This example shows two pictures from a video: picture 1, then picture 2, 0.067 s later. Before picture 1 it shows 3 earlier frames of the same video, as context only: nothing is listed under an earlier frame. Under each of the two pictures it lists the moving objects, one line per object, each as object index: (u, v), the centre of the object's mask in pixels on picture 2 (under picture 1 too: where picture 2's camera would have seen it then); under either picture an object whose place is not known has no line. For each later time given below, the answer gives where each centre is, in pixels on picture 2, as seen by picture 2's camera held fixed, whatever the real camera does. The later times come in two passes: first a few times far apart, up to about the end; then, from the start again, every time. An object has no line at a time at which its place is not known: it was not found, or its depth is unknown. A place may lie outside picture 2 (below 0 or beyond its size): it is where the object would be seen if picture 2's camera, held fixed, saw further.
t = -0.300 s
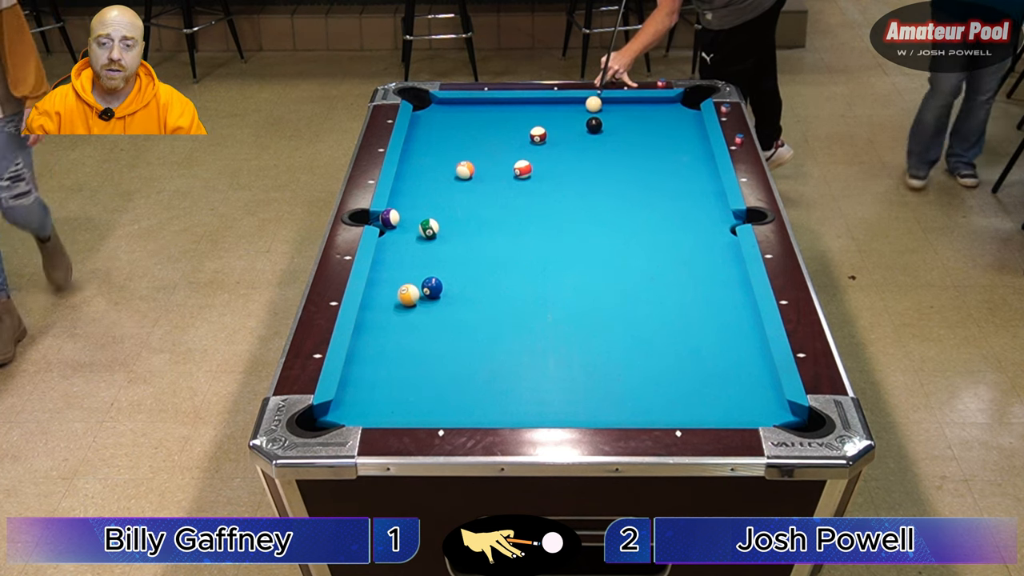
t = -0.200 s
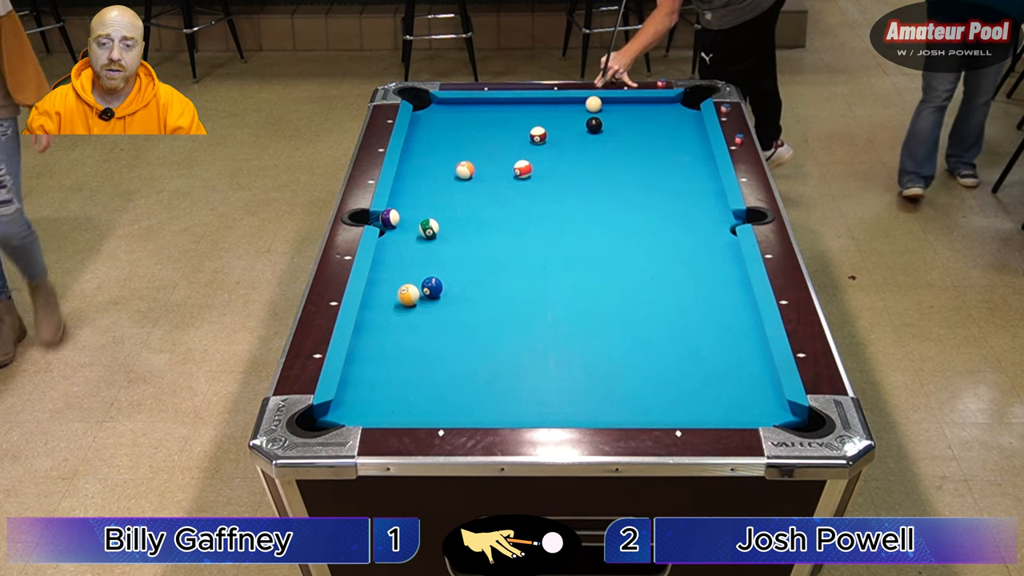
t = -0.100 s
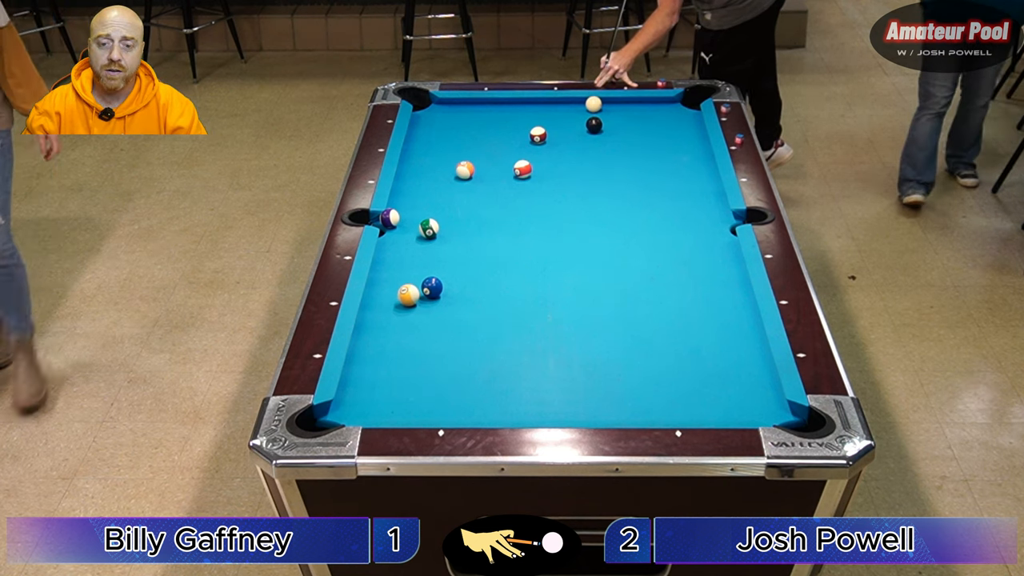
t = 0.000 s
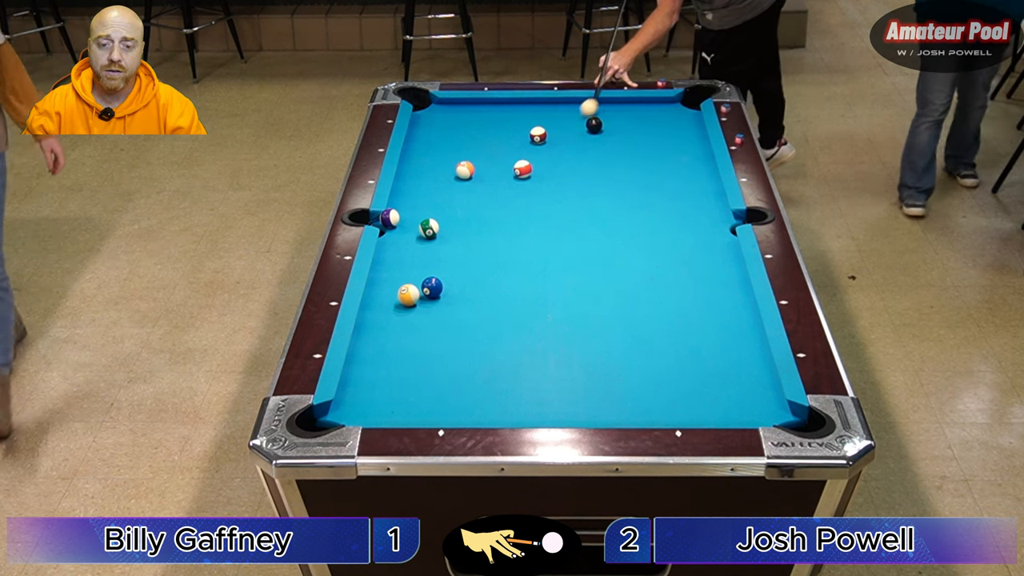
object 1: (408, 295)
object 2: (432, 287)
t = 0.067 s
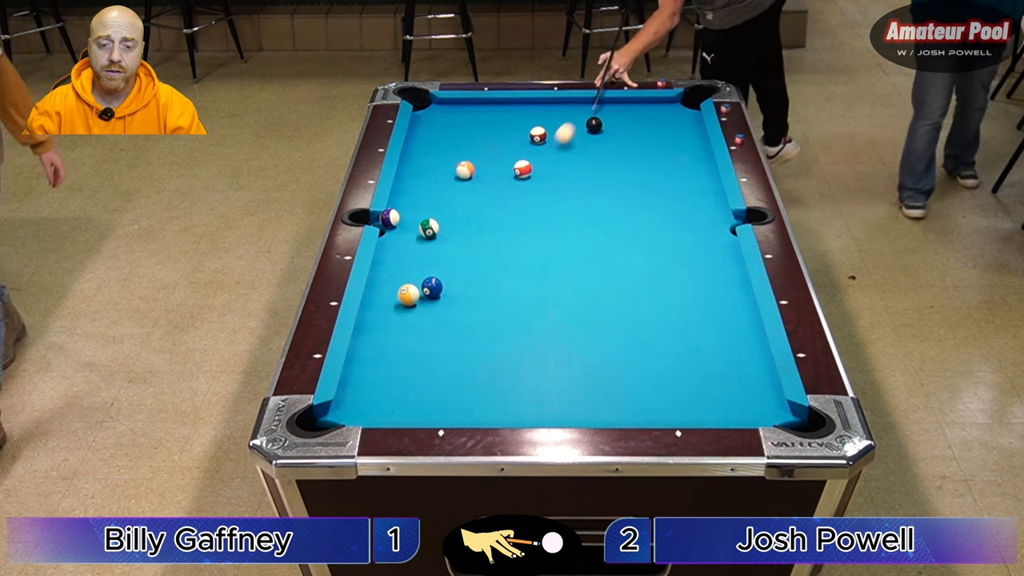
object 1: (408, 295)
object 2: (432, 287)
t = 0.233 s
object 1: (408, 295)
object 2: (432, 287)
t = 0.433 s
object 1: (391, 315)
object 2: (416, 284)
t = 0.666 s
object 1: (460, 336)
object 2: (399, 276)
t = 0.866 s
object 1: (522, 354)
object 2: (385, 270)
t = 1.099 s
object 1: (595, 376)
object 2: (387, 265)
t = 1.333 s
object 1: (671, 398)
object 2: (396, 262)
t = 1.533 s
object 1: (736, 411)
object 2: (403, 260)
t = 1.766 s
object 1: (765, 406)
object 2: (409, 258)
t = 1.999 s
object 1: (733, 407)
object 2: (413, 257)
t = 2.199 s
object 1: (707, 407)
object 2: (416, 256)
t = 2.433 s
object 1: (680, 409)
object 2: (418, 256)
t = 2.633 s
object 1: (662, 409)
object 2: (418, 256)
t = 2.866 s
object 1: (641, 410)
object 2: (417, 256)
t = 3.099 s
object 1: (623, 410)
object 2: (417, 256)
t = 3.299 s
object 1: (610, 410)
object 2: (417, 256)
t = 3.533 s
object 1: (597, 410)
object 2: (417, 256)
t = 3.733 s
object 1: (589, 409)
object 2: (417, 256)
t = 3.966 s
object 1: (582, 409)
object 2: (417, 256)
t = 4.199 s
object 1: (577, 408)
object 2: (417, 256)
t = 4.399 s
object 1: (575, 408)
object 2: (417, 256)
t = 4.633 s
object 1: (574, 408)
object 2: (417, 256)
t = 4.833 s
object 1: (575, 408)
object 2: (417, 256)
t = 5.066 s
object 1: (575, 408)
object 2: (417, 256)
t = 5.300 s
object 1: (575, 408)
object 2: (417, 256)
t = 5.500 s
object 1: (575, 408)
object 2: (417, 256)
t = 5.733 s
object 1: (575, 408)
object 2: (417, 256)
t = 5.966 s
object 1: (575, 408)
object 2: (417, 256)
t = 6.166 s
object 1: (575, 408)
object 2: (417, 256)
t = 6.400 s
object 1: (575, 408)
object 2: (417, 256)
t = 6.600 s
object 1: (575, 408)
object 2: (417, 256)
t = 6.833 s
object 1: (575, 408)
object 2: (417, 256)
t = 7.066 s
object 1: (575, 408)
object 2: (417, 256)
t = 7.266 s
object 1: (575, 408)
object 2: (417, 256)
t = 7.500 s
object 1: (575, 408)
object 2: (417, 256)
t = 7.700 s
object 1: (575, 408)
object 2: (417, 256)
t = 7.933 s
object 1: (575, 408)
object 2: (417, 256)
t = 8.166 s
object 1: (575, 408)
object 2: (417, 256)
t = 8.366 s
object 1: (575, 408)
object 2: (417, 256)
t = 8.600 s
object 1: (575, 408)
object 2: (417, 256)
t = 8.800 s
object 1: (575, 408)
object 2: (417, 256)
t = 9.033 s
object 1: (575, 408)
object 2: (417, 256)
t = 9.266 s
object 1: (575, 408)
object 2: (417, 256)
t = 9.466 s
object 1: (575, 408)
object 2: (417, 256)
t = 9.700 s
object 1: (575, 408)
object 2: (417, 256)
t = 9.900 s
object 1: (575, 408)
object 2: (417, 256)
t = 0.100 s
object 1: (408, 295)
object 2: (432, 287)
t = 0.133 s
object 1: (408, 295)
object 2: (432, 287)
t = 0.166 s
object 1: (408, 295)
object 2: (432, 287)
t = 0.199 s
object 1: (408, 295)
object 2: (432, 287)
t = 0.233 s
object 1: (408, 295)
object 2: (432, 287)
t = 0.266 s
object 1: (408, 295)
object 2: (432, 287)
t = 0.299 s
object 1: (408, 295)
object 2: (432, 287)
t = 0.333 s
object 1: (398, 298)
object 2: (425, 288)
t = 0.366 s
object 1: (372, 307)
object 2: (422, 286)
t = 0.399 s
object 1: (379, 311)
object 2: (419, 285)
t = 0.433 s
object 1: (391, 315)
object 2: (416, 284)
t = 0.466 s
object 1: (401, 318)
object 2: (414, 283)
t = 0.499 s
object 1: (411, 321)
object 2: (411, 282)
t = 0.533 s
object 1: (421, 324)
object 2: (409, 280)
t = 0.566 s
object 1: (431, 327)
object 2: (406, 279)
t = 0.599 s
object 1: (441, 330)
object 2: (403, 278)
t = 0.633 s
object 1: (451, 332)
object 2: (401, 277)
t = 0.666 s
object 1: (460, 336)
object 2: (399, 276)
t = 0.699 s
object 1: (471, 339)
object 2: (397, 275)
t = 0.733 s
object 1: (481, 342)
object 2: (394, 274)
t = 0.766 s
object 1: (491, 344)
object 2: (392, 273)
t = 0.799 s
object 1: (501, 347)
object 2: (390, 272)
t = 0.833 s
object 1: (511, 351)
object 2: (388, 271)
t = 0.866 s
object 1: (522, 354)
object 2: (385, 270)
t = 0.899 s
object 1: (532, 357)
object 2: (383, 269)
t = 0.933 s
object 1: (542, 360)
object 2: (381, 268)
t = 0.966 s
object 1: (553, 363)
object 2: (381, 267)
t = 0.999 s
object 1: (563, 366)
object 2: (382, 267)
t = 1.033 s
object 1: (574, 369)
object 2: (384, 266)
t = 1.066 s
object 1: (584, 372)
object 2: (385, 266)
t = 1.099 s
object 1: (595, 376)
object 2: (387, 265)
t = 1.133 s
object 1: (606, 379)
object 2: (388, 265)
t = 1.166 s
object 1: (617, 383)
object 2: (390, 265)
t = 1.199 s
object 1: (627, 386)
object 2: (391, 264)
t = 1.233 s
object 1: (638, 389)
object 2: (392, 263)
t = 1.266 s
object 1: (649, 392)
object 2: (394, 263)
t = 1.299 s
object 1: (660, 395)
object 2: (395, 263)
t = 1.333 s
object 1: (671, 398)
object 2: (396, 262)
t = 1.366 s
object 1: (683, 402)
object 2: (397, 262)
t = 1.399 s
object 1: (693, 405)
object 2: (399, 261)
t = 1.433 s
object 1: (704, 407)
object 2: (400, 261)
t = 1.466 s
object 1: (716, 410)
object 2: (401, 261)
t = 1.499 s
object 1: (727, 411)
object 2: (402, 261)
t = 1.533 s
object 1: (736, 411)
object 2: (403, 260)
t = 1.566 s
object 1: (745, 410)
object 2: (404, 260)
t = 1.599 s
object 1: (753, 409)
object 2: (405, 259)
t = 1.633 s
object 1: (762, 408)
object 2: (406, 259)
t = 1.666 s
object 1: (770, 406)
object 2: (407, 259)
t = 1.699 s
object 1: (776, 405)
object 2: (407, 259)
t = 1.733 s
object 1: (770, 405)
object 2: (408, 258)
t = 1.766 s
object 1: (765, 406)
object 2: (409, 258)
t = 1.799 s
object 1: (760, 406)
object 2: (410, 258)
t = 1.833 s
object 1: (756, 406)
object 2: (410, 258)
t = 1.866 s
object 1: (751, 406)
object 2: (411, 258)
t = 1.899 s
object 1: (746, 406)
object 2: (412, 257)
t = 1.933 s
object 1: (742, 406)
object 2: (412, 257)
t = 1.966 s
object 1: (737, 407)
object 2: (413, 257)
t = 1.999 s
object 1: (733, 407)
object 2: (413, 257)
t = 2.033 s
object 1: (728, 407)
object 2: (414, 257)
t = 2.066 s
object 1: (724, 407)
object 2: (414, 257)
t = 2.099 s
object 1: (720, 407)
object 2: (415, 256)
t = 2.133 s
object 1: (715, 407)
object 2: (415, 256)
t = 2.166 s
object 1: (711, 407)
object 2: (416, 256)
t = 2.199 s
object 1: (707, 407)
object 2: (416, 256)
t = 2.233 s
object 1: (703, 408)
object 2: (416, 256)
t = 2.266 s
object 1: (700, 408)
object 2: (417, 256)
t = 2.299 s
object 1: (696, 408)
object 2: (417, 256)
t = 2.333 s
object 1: (692, 408)
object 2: (417, 256)
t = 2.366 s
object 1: (688, 408)
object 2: (417, 256)
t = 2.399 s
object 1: (684, 409)
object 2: (417, 256)
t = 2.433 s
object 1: (680, 409)
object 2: (418, 256)
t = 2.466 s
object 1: (677, 409)
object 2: (418, 256)
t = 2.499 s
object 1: (674, 409)
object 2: (418, 256)
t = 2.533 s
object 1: (671, 409)
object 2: (418, 256)
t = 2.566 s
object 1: (667, 409)
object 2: (418, 256)
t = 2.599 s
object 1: (665, 409)
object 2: (418, 256)
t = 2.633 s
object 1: (662, 409)
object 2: (418, 256)
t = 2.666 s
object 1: (659, 409)
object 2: (418, 256)
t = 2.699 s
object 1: (656, 410)
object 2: (417, 256)
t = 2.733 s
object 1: (653, 410)
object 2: (417, 256)
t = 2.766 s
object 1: (650, 410)
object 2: (417, 256)
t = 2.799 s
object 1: (647, 410)
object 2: (417, 256)
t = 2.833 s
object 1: (644, 410)
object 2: (417, 256)
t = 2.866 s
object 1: (641, 410)
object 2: (417, 256)
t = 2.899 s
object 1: (638, 410)
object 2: (417, 256)
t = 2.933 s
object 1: (636, 410)
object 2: (417, 256)
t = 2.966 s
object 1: (633, 410)
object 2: (417, 256)
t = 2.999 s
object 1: (631, 410)
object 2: (417, 256)
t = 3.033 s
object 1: (628, 410)
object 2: (417, 256)
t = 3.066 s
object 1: (626, 410)
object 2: (417, 256)
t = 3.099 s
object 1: (623, 410)
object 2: (417, 256)
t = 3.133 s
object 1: (621, 410)
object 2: (417, 256)
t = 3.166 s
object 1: (619, 410)
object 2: (417, 256)
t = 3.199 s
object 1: (616, 410)
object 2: (417, 256)
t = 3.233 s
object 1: (614, 410)
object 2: (417, 256)
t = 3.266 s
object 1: (612, 410)
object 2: (417, 256)
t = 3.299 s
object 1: (610, 410)
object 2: (417, 256)
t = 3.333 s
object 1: (608, 410)
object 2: (417, 256)
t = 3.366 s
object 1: (606, 410)
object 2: (417, 256)
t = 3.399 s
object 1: (604, 410)
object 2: (417, 256)
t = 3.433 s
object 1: (602, 410)
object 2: (417, 256)
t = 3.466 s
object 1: (601, 410)
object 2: (417, 256)
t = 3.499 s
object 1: (599, 410)
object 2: (417, 256)
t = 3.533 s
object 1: (597, 410)
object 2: (417, 256)
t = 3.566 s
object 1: (596, 410)
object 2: (417, 256)
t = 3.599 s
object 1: (594, 409)
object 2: (417, 256)
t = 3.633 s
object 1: (593, 410)
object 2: (417, 256)
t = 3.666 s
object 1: (592, 409)
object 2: (417, 256)
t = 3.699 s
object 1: (590, 409)
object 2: (417, 256)
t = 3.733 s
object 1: (589, 409)
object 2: (417, 256)
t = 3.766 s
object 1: (588, 409)
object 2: (417, 256)
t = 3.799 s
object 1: (587, 409)
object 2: (417, 256)
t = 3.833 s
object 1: (585, 409)
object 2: (417, 256)
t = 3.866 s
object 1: (584, 409)
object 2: (417, 256)
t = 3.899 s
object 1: (584, 409)
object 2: (417, 256)
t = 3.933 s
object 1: (582, 409)
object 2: (417, 256)
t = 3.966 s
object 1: (582, 409)
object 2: (417, 256)
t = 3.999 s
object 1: (581, 409)
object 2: (417, 256)
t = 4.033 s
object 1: (580, 409)
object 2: (417, 256)
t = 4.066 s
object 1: (580, 409)
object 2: (417, 256)
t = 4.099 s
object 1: (579, 409)
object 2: (417, 256)
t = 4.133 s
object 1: (578, 408)
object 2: (417, 256)
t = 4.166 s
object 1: (578, 408)
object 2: (417, 256)
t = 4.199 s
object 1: (577, 408)
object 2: (417, 256)
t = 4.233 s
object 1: (577, 408)
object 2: (417, 256)
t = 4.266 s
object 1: (576, 408)
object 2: (417, 256)
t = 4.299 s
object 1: (576, 408)
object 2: (417, 256)
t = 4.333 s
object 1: (575, 408)
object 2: (417, 256)
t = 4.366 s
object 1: (575, 408)
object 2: (417, 256)
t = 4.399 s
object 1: (575, 408)
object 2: (417, 256)
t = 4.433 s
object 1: (574, 408)
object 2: (417, 256)
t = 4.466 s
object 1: (574, 408)
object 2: (417, 256)
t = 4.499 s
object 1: (574, 408)
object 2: (417, 256)
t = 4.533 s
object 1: (575, 408)
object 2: (417, 256)
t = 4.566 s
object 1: (575, 408)
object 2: (417, 256)
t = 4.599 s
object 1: (574, 408)
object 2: (417, 256)
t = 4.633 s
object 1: (574, 408)
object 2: (417, 256)
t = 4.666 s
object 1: (575, 408)
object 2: (417, 256)
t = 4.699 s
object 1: (575, 408)
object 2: (417, 256)
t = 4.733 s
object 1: (575, 408)
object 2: (417, 256)
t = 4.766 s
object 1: (575, 408)
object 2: (417, 256)
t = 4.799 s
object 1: (575, 408)
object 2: (417, 256)
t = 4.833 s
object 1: (575, 408)
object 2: (417, 256)
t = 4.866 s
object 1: (575, 408)
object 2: (417, 256)
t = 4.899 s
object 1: (575, 408)
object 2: (417, 256)
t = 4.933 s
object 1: (575, 408)
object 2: (417, 256)
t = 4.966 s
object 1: (575, 408)
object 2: (417, 256)
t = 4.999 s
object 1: (575, 408)
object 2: (417, 256)
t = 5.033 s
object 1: (575, 408)
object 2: (417, 256)
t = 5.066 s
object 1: (575, 408)
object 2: (417, 256)
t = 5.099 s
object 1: (575, 408)
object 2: (417, 256)
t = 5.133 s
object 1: (575, 408)
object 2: (417, 256)
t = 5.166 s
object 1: (575, 408)
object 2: (417, 256)
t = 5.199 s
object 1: (575, 408)
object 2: (417, 256)
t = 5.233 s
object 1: (575, 408)
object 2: (417, 256)
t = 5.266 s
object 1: (575, 408)
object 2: (417, 256)
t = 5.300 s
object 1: (575, 408)
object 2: (417, 256)
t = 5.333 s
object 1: (575, 408)
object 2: (417, 256)
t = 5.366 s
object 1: (575, 408)
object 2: (417, 256)
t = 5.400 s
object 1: (575, 408)
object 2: (417, 256)
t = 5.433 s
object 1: (575, 408)
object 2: (417, 256)
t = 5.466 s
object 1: (575, 408)
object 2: (417, 256)
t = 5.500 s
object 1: (575, 408)
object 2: (417, 256)
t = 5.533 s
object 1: (575, 408)
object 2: (417, 256)
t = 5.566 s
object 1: (575, 408)
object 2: (417, 256)
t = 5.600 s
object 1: (575, 408)
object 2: (417, 256)
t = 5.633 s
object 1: (575, 408)
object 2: (417, 256)
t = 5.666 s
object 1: (575, 408)
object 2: (417, 256)
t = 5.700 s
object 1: (575, 408)
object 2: (417, 256)
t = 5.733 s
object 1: (575, 408)
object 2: (417, 256)
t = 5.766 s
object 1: (575, 408)
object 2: (417, 256)
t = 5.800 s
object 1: (575, 408)
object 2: (417, 256)
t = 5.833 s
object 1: (575, 408)
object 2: (417, 256)
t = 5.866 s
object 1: (575, 408)
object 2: (417, 256)
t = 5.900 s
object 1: (575, 408)
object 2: (417, 256)
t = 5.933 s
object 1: (575, 408)
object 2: (417, 256)
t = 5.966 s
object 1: (575, 408)
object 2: (417, 256)
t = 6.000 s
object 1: (575, 408)
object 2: (417, 256)
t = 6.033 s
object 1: (575, 408)
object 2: (417, 256)
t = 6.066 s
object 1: (575, 408)
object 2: (417, 256)
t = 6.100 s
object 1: (575, 408)
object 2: (417, 256)
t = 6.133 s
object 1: (575, 408)
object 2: (417, 256)
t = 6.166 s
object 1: (575, 408)
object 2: (417, 256)
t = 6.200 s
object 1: (575, 408)
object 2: (417, 256)
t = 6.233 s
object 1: (575, 408)
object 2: (417, 256)
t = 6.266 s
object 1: (575, 408)
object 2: (417, 256)
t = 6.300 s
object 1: (575, 408)
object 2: (417, 256)
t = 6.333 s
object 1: (575, 408)
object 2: (417, 256)
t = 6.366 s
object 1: (575, 408)
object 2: (417, 256)
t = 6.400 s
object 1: (575, 408)
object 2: (417, 256)
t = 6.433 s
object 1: (575, 408)
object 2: (417, 256)
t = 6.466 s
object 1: (575, 408)
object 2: (417, 256)
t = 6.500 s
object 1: (575, 408)
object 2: (417, 256)
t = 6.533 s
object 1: (575, 408)
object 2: (417, 256)
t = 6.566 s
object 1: (575, 408)
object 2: (417, 256)
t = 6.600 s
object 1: (575, 408)
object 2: (417, 256)
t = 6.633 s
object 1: (575, 408)
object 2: (417, 256)
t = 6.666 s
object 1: (575, 408)
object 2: (417, 256)
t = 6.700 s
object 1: (575, 408)
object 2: (417, 256)
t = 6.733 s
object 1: (575, 408)
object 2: (417, 256)
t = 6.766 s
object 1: (575, 408)
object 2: (417, 256)
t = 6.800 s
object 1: (575, 408)
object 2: (417, 256)
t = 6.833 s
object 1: (575, 408)
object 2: (417, 256)
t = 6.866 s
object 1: (575, 408)
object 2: (417, 256)
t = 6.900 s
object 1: (575, 408)
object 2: (417, 256)
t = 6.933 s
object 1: (575, 408)
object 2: (417, 256)
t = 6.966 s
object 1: (575, 408)
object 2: (417, 256)
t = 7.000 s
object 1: (575, 408)
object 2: (417, 256)
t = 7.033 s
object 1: (575, 408)
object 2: (417, 256)
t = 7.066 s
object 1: (575, 408)
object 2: (417, 256)
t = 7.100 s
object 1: (575, 408)
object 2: (417, 256)
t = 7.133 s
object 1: (575, 408)
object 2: (417, 256)
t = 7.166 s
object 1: (575, 408)
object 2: (417, 256)
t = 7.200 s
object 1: (575, 408)
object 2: (417, 256)
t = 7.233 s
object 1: (575, 408)
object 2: (417, 256)
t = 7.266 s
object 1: (575, 408)
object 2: (417, 256)
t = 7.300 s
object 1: (575, 408)
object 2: (417, 256)
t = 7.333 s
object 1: (575, 408)
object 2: (417, 256)
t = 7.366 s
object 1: (575, 408)
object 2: (417, 256)
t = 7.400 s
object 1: (575, 408)
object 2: (417, 256)
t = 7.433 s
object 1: (575, 408)
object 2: (417, 256)
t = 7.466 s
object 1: (575, 408)
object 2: (417, 256)
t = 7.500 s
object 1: (575, 408)
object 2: (417, 256)
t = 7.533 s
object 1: (575, 408)
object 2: (417, 256)
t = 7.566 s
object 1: (575, 408)
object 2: (417, 256)
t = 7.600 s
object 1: (575, 408)
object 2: (417, 256)
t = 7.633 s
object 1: (575, 408)
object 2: (417, 256)
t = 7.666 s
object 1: (575, 408)
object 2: (417, 256)
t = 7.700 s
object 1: (575, 408)
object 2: (417, 256)
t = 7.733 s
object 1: (575, 408)
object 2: (417, 256)
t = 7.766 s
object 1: (575, 408)
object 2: (417, 256)
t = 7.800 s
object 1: (575, 408)
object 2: (417, 256)
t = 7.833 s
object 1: (575, 408)
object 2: (417, 256)
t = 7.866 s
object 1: (575, 408)
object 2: (417, 256)
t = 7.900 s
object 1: (575, 408)
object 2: (417, 256)
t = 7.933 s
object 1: (575, 408)
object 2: (417, 256)
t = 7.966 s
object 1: (575, 408)
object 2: (417, 256)
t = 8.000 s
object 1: (575, 408)
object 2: (417, 256)
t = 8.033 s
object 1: (575, 408)
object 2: (417, 256)
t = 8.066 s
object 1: (575, 408)
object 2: (417, 256)
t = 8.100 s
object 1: (575, 408)
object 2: (417, 256)
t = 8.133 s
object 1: (575, 408)
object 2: (417, 256)
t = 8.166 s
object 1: (575, 408)
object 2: (417, 256)
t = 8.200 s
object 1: (575, 408)
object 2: (417, 256)
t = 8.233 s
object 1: (575, 408)
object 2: (417, 256)
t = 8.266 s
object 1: (575, 408)
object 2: (417, 256)
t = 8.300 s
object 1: (575, 408)
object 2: (417, 256)
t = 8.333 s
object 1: (575, 408)
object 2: (417, 256)
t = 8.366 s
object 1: (575, 408)
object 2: (417, 256)
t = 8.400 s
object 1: (575, 408)
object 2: (417, 256)
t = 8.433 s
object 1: (575, 408)
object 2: (417, 256)
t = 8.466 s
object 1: (575, 408)
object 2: (417, 256)
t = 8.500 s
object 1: (575, 408)
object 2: (417, 256)
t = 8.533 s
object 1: (575, 408)
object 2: (417, 256)
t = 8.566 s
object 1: (575, 408)
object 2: (417, 256)
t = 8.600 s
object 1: (575, 408)
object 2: (417, 256)
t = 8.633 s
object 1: (575, 408)
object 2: (417, 256)
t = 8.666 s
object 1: (575, 408)
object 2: (417, 256)
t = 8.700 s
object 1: (575, 408)
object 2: (417, 256)
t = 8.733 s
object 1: (575, 408)
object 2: (417, 256)
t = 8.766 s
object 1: (575, 408)
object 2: (417, 256)
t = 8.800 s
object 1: (575, 408)
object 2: (417, 256)
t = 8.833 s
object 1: (575, 408)
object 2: (417, 256)
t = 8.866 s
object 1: (575, 408)
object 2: (417, 256)
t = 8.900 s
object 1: (575, 408)
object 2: (417, 256)
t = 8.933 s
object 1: (575, 408)
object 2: (417, 256)
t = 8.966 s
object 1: (575, 408)
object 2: (417, 256)
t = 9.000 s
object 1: (575, 408)
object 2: (417, 256)
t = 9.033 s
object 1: (575, 408)
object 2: (417, 256)
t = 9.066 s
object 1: (575, 408)
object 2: (417, 256)
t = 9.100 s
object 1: (575, 408)
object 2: (417, 256)
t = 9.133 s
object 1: (575, 408)
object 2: (417, 256)
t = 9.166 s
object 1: (575, 408)
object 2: (417, 256)
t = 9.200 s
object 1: (575, 408)
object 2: (417, 256)
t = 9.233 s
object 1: (575, 408)
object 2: (417, 256)
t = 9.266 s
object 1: (575, 408)
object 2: (417, 256)
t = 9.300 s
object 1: (575, 408)
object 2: (417, 256)
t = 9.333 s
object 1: (575, 408)
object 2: (417, 256)
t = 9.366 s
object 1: (575, 408)
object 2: (417, 256)
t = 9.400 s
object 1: (575, 408)
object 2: (417, 256)
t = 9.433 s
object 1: (575, 408)
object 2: (417, 256)
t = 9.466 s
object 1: (575, 408)
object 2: (417, 256)
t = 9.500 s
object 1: (575, 408)
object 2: (417, 256)
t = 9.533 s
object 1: (575, 408)
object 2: (417, 256)
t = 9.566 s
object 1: (575, 408)
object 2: (417, 256)
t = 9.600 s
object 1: (575, 408)
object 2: (417, 256)
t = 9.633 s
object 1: (575, 408)
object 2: (417, 256)
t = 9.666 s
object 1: (575, 408)
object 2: (417, 256)
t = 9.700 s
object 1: (575, 408)
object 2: (417, 256)
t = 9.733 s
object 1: (575, 408)
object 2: (417, 256)
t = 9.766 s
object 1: (575, 408)
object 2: (417, 256)
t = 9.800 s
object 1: (575, 408)
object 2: (417, 256)
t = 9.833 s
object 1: (575, 408)
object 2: (417, 256)
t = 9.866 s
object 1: (575, 408)
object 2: (417, 256)
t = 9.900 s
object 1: (575, 408)
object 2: (417, 256)
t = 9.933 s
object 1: (575, 408)
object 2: (417, 256)
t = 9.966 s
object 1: (575, 408)
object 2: (417, 256)
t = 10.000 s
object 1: (575, 408)
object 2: (417, 256)
